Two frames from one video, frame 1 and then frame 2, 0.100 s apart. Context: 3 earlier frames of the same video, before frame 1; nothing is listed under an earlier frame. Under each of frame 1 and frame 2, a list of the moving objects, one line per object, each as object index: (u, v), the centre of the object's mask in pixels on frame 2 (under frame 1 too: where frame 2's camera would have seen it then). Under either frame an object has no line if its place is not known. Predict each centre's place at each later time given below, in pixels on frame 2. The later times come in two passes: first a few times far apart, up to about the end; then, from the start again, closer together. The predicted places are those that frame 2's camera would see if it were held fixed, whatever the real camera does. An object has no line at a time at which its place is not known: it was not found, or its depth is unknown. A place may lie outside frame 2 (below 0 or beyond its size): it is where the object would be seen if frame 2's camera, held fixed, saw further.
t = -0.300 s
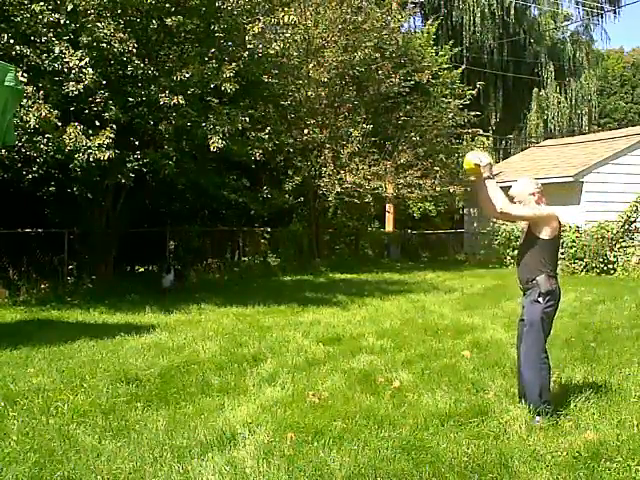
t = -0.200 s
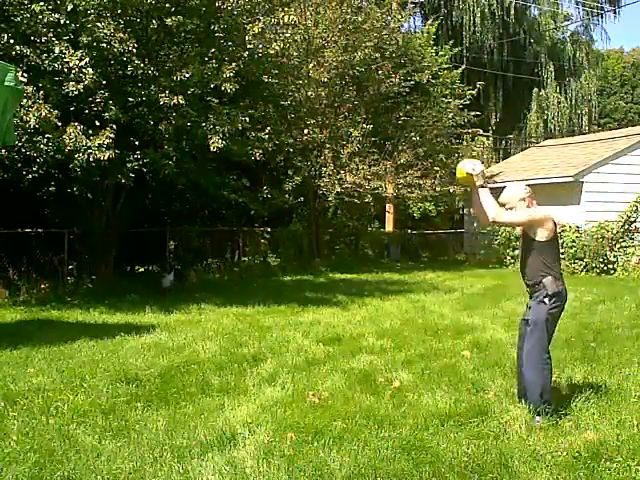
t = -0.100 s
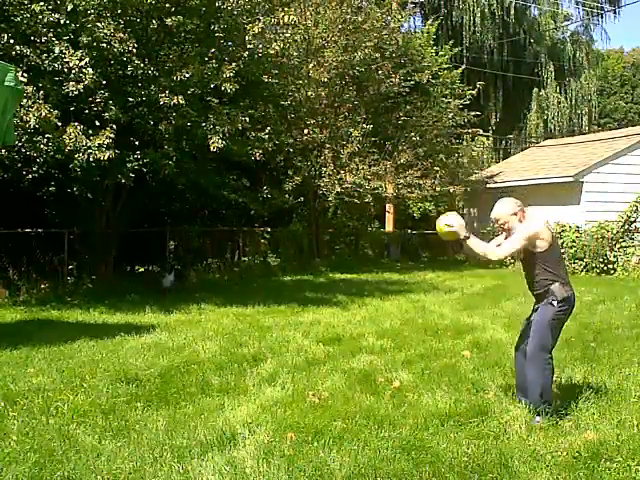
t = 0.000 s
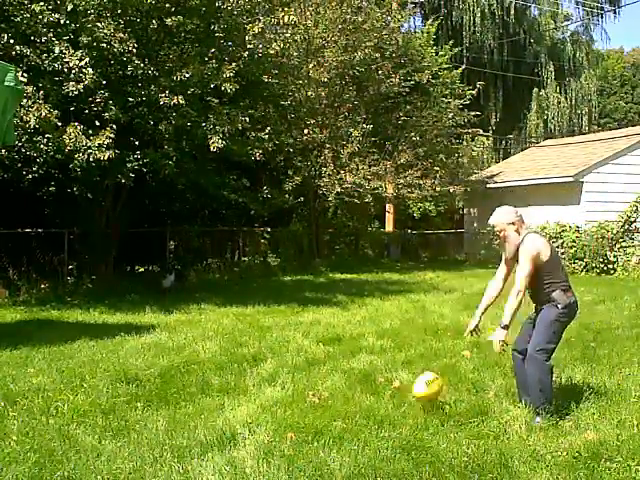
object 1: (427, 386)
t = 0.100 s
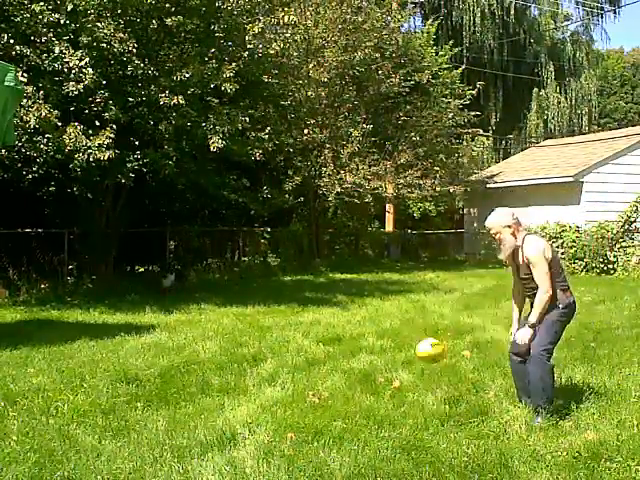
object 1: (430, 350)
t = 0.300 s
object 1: (445, 215)
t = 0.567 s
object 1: (464, 122)
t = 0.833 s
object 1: (482, 126)
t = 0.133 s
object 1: (433, 324)
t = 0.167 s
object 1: (435, 300)
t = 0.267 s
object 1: (443, 234)
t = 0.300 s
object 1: (445, 215)
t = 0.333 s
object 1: (448, 198)
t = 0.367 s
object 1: (450, 182)
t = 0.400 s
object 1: (452, 169)
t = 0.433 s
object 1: (455, 157)
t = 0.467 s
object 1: (458, 145)
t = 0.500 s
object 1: (460, 137)
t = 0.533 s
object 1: (462, 129)
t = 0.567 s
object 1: (464, 122)
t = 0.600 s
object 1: (466, 117)
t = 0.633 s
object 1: (468, 114)
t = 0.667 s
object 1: (470, 112)
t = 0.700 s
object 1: (472, 112)
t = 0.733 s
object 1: (474, 114)
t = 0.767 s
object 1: (476, 116)
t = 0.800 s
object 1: (479, 121)
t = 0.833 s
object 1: (482, 126)
